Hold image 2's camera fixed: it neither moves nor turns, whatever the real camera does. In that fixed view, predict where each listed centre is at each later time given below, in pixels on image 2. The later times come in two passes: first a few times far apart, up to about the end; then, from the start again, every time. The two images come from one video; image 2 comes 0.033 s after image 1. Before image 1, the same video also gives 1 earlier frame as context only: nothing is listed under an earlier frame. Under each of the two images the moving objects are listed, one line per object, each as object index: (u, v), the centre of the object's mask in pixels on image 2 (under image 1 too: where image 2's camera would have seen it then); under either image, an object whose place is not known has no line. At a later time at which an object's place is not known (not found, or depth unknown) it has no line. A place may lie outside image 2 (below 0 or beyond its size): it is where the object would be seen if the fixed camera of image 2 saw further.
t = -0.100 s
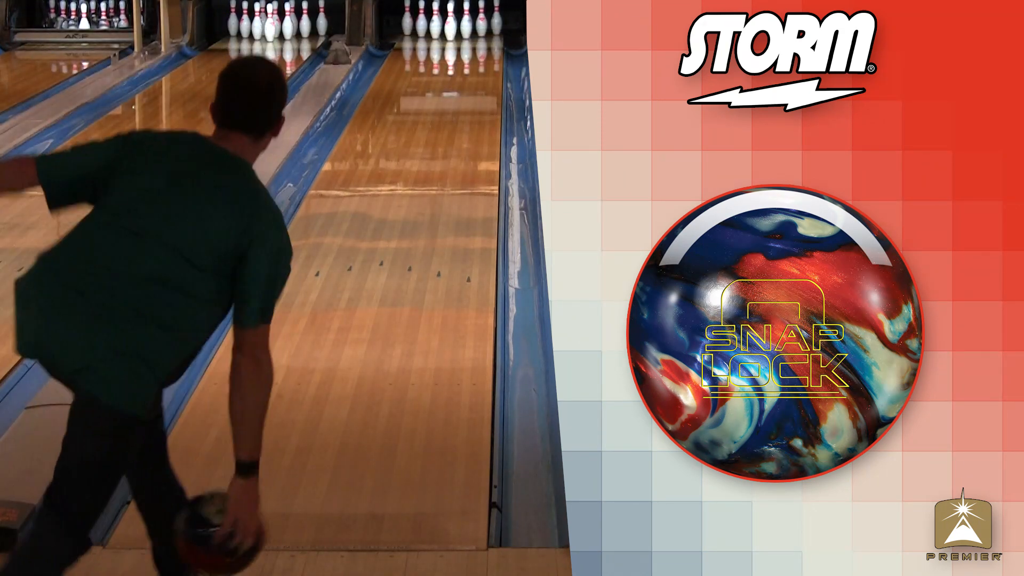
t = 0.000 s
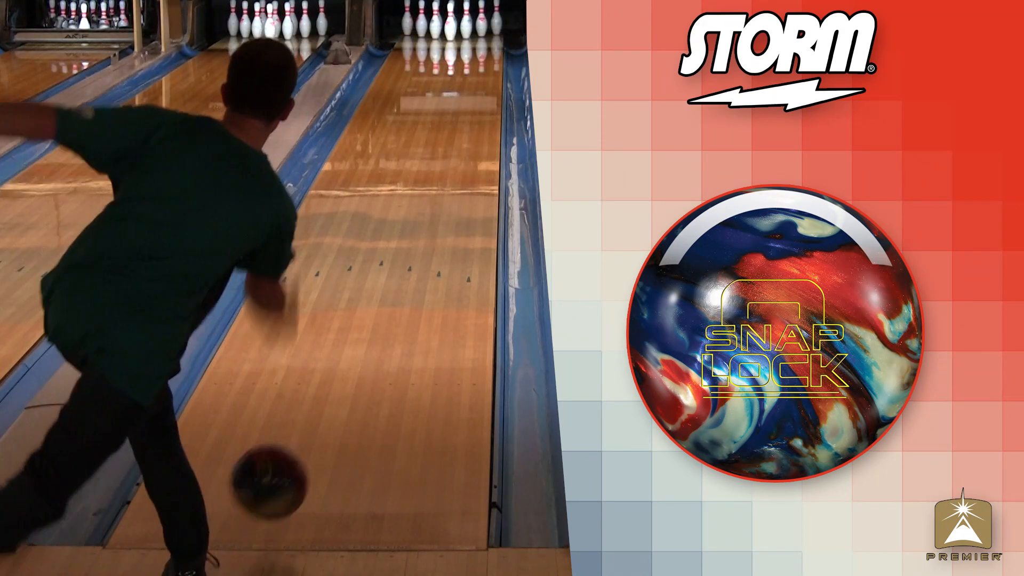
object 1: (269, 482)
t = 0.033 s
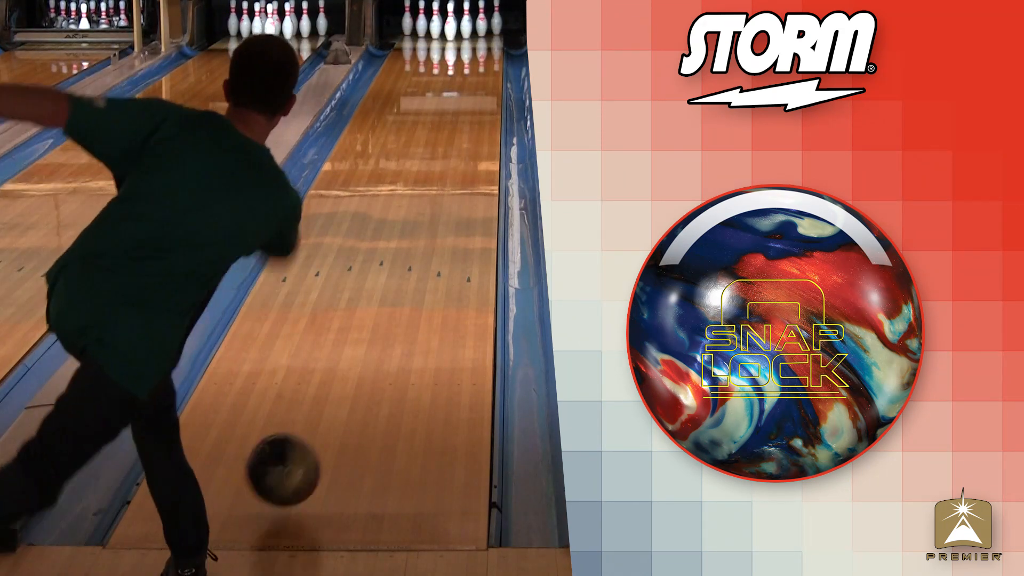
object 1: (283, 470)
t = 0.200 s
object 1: (338, 377)
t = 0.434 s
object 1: (389, 278)
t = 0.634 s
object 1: (418, 221)
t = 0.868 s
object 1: (443, 169)
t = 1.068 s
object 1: (459, 136)
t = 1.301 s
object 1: (472, 104)
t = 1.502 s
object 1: (479, 83)
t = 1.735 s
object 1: (481, 63)
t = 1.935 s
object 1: (477, 49)
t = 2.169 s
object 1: (464, 36)
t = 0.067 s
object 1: (296, 455)
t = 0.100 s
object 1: (308, 430)
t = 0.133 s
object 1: (318, 411)
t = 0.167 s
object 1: (328, 395)
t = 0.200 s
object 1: (338, 377)
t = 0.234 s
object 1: (346, 361)
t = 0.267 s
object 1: (355, 345)
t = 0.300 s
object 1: (362, 330)
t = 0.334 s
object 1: (370, 316)
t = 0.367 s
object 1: (376, 303)
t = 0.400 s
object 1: (383, 291)
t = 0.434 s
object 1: (389, 278)
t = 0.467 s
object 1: (394, 268)
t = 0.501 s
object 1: (399, 257)
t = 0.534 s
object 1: (405, 247)
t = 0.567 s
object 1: (410, 238)
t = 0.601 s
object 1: (414, 230)
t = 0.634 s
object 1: (418, 221)
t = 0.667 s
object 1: (423, 213)
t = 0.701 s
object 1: (427, 205)
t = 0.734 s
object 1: (430, 197)
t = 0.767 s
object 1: (433, 190)
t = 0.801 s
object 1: (437, 182)
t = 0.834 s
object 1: (440, 175)
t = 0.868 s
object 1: (443, 169)
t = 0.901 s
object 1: (446, 163)
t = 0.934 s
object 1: (449, 157)
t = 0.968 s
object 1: (452, 151)
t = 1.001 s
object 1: (454, 146)
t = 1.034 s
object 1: (457, 141)
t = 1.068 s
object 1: (459, 136)
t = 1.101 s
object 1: (461, 131)
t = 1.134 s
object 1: (463, 125)
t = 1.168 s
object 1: (465, 121)
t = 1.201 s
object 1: (467, 117)
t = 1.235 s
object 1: (468, 113)
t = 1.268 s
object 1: (469, 108)
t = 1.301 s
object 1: (472, 104)
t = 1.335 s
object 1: (473, 101)
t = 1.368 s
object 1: (474, 97)
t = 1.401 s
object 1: (475, 94)
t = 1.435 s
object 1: (477, 90)
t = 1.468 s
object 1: (477, 87)
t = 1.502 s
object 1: (479, 83)
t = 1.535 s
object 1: (480, 80)
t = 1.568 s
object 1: (480, 77)
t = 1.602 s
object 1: (480, 73)
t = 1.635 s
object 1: (481, 71)
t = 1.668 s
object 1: (482, 68)
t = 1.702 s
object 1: (481, 65)
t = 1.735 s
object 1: (481, 63)
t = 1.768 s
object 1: (480, 59)
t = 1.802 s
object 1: (480, 58)
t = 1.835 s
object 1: (479, 55)
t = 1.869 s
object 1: (478, 53)
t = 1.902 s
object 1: (477, 51)
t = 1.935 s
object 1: (477, 49)
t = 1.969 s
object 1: (475, 47)
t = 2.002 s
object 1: (473, 45)
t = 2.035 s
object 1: (472, 43)
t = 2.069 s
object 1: (470, 41)
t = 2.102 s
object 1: (468, 40)
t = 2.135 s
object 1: (466, 38)
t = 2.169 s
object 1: (464, 36)
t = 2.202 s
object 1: (461, 34)
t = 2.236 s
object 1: (460, 32)
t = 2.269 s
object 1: (458, 31)
